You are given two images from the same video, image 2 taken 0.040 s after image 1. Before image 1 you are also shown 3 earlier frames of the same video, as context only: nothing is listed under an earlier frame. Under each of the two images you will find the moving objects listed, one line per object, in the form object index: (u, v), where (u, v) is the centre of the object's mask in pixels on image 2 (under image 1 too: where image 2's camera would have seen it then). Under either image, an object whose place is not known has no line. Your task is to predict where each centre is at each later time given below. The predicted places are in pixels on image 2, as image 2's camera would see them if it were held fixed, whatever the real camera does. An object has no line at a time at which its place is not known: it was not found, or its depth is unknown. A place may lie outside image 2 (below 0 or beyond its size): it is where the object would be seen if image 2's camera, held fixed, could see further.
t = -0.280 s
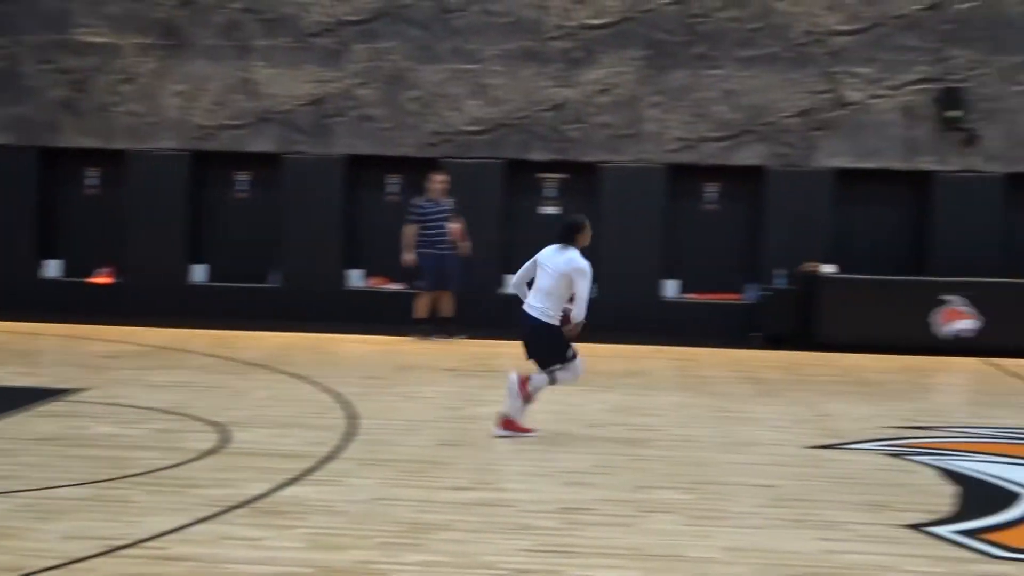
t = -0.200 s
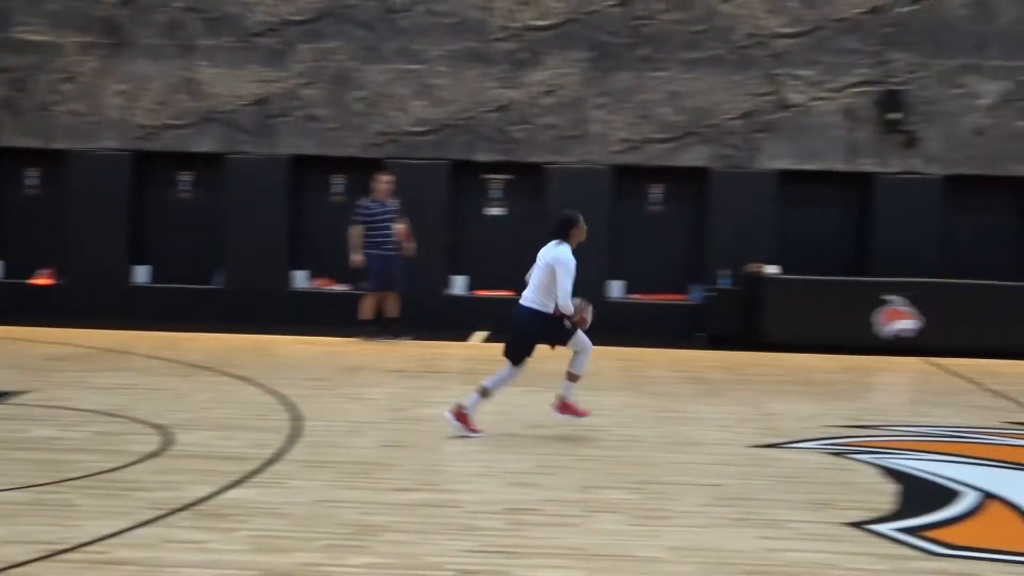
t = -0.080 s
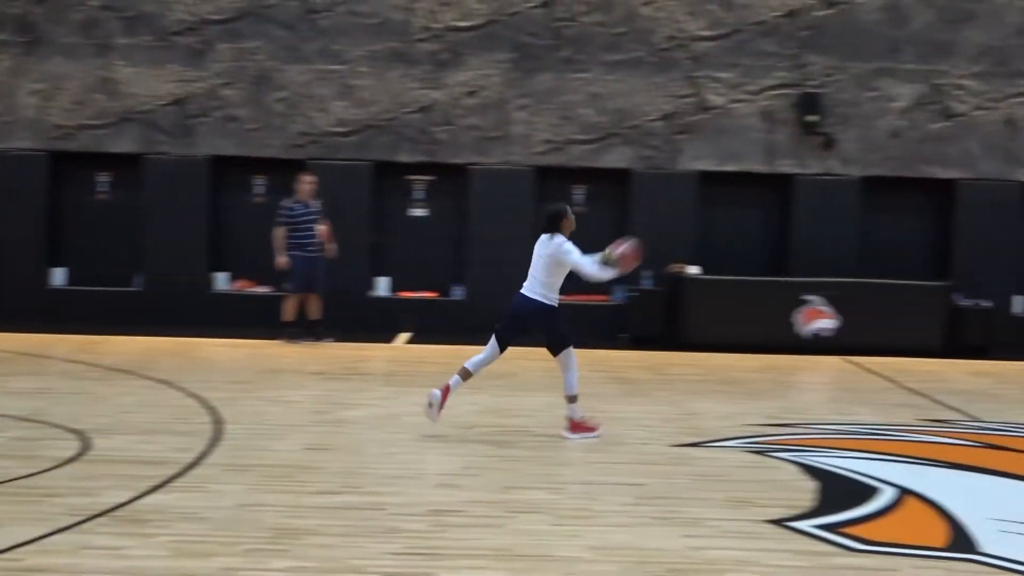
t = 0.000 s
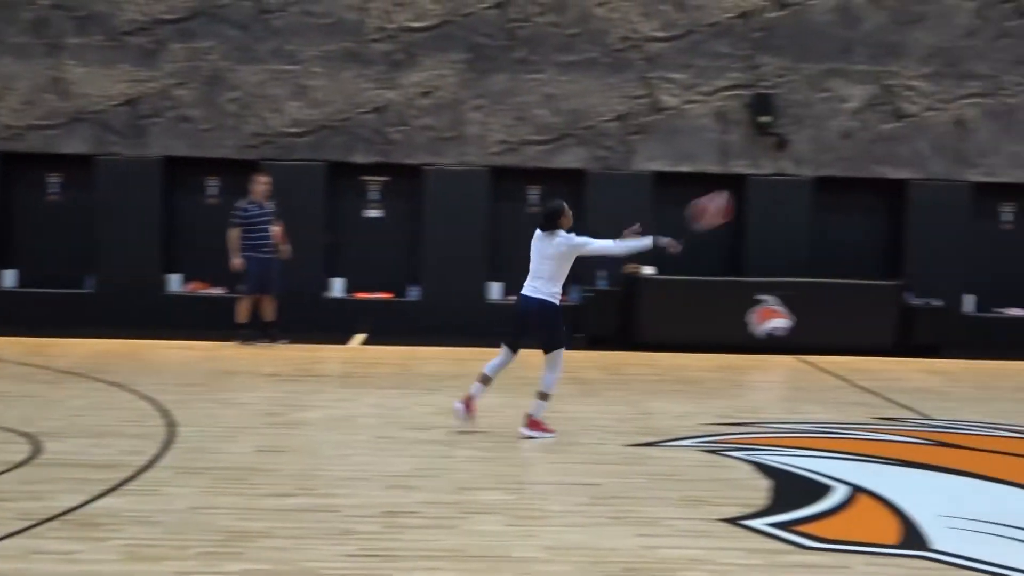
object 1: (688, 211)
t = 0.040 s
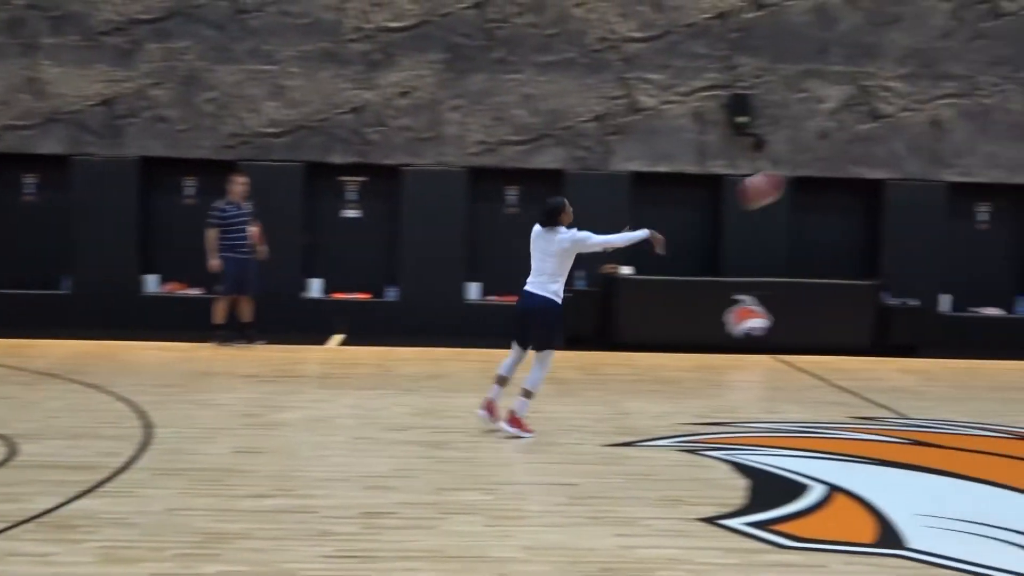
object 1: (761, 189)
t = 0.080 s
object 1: (828, 171)
